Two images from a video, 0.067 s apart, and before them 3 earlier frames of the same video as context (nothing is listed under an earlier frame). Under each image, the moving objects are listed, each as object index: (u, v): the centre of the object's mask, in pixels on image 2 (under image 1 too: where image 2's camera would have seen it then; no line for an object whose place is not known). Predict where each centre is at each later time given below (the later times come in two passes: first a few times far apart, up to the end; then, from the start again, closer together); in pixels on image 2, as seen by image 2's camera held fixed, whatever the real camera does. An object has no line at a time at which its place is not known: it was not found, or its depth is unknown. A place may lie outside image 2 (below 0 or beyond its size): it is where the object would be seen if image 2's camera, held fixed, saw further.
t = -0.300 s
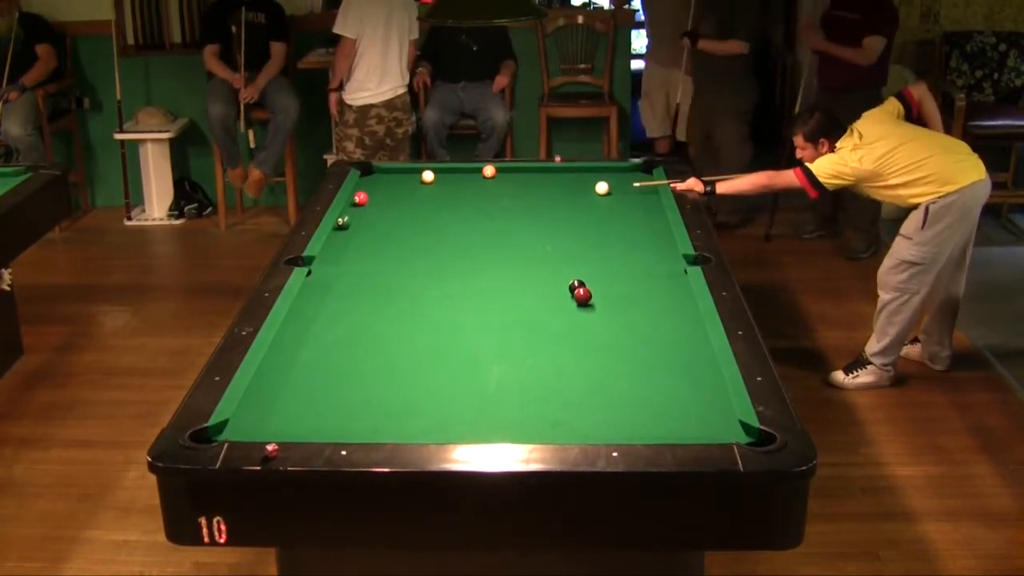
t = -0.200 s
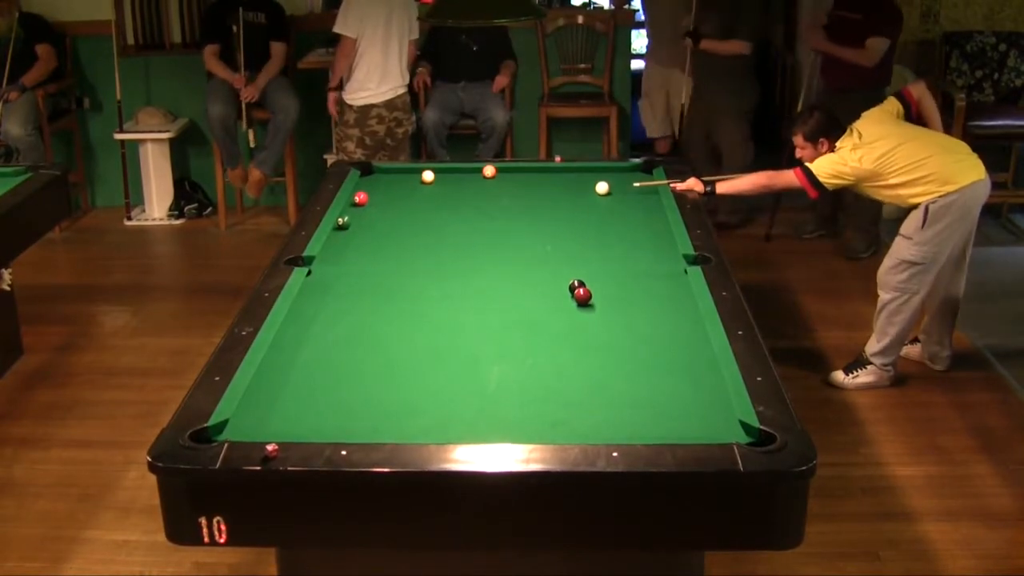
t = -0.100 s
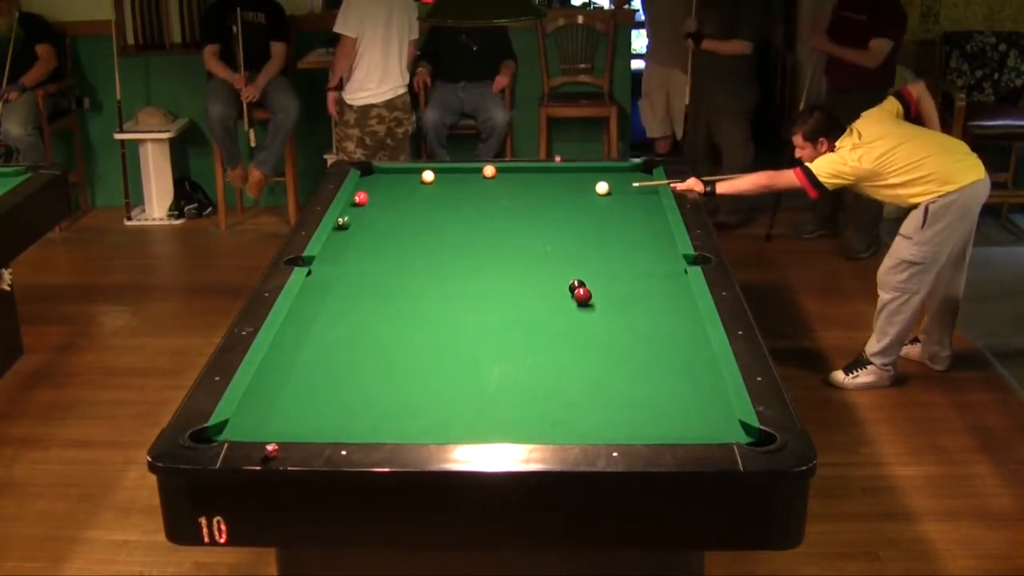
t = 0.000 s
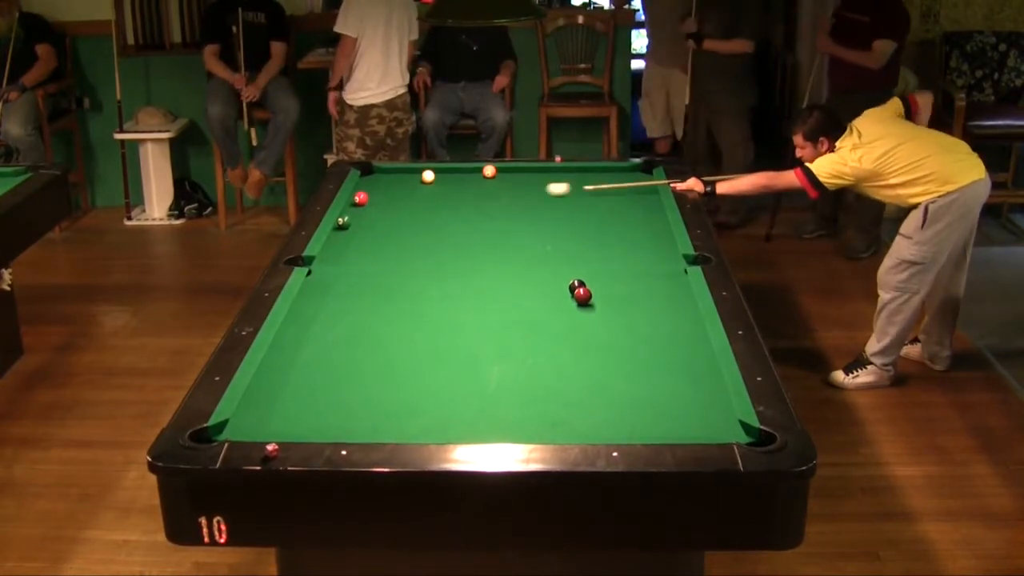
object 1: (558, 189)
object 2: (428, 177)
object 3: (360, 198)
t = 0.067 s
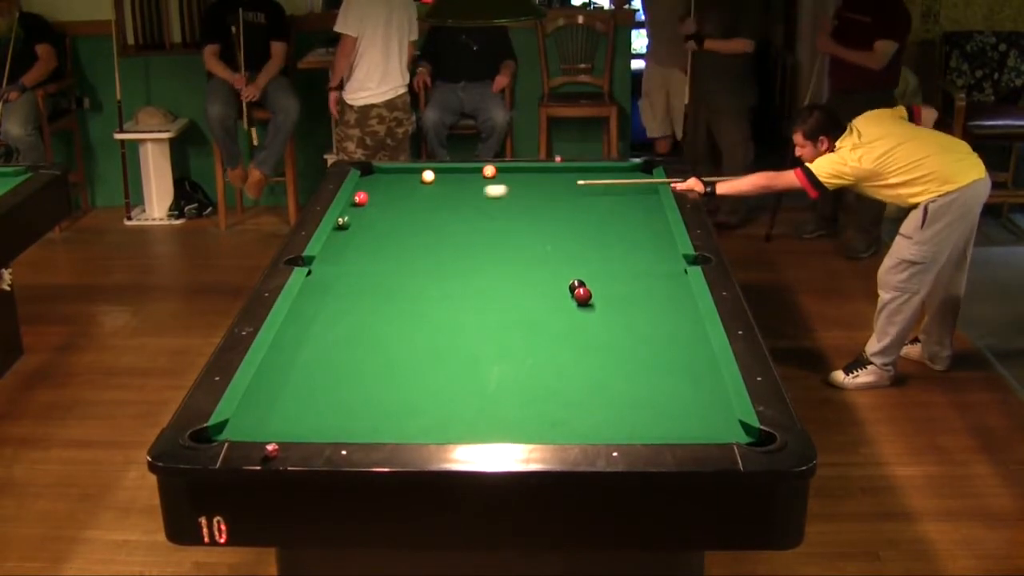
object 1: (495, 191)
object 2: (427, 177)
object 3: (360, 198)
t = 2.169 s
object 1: (545, 194)
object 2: (489, 205)
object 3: (612, 300)
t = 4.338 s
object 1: (636, 205)
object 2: (534, 239)
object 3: (395, 369)
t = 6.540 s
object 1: (649, 206)
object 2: (545, 248)
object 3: (249, 410)
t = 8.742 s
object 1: (648, 206)
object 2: (545, 248)
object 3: (256, 413)
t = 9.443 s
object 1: (649, 206)
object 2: (545, 248)
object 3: (256, 413)
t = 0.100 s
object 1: (465, 192)
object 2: (427, 177)
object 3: (360, 198)
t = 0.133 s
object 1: (435, 193)
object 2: (427, 177)
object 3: (360, 198)
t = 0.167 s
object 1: (405, 194)
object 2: (428, 176)
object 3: (360, 198)
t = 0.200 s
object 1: (377, 195)
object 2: (427, 176)
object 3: (360, 198)
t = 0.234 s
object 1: (362, 192)
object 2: (427, 176)
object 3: (353, 201)
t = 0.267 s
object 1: (363, 190)
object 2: (428, 176)
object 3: (363, 203)
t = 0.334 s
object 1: (386, 186)
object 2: (427, 177)
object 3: (381, 208)
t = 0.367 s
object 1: (396, 184)
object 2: (427, 177)
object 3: (389, 210)
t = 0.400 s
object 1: (407, 182)
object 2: (428, 177)
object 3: (398, 212)
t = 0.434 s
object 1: (416, 180)
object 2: (428, 176)
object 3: (405, 214)
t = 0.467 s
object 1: (422, 180)
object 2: (432, 174)
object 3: (413, 216)
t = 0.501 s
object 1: (425, 180)
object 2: (435, 172)
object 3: (421, 218)
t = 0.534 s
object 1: (428, 181)
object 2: (439, 171)
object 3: (428, 220)
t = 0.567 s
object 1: (431, 181)
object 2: (442, 170)
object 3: (436, 221)
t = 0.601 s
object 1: (434, 181)
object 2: (445, 170)
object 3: (443, 223)
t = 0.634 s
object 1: (436, 182)
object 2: (446, 170)
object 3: (451, 224)
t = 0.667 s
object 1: (439, 182)
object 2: (447, 171)
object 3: (458, 226)
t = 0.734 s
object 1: (444, 183)
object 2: (450, 172)
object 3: (473, 230)
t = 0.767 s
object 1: (447, 183)
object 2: (451, 172)
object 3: (481, 232)
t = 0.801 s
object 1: (449, 183)
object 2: (451, 173)
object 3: (489, 233)
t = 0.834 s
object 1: (452, 184)
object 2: (453, 174)
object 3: (497, 235)
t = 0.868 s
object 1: (455, 184)
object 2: (453, 174)
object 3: (505, 237)
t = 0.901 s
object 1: (457, 185)
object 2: (453, 175)
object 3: (513, 239)
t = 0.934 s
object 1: (460, 185)
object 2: (454, 176)
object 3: (521, 241)
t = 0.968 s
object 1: (463, 185)
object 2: (456, 177)
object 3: (529, 243)
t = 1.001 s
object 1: (465, 185)
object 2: (457, 178)
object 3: (537, 245)
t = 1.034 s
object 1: (468, 185)
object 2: (458, 179)
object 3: (545, 247)
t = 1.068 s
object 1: (471, 186)
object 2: (459, 180)
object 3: (553, 248)
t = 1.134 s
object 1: (475, 186)
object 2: (461, 182)
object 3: (570, 253)
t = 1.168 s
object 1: (478, 186)
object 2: (462, 182)
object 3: (579, 254)
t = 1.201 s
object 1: (480, 186)
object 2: (463, 184)
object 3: (587, 256)
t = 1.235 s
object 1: (483, 187)
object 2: (465, 184)
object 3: (596, 259)
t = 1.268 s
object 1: (485, 187)
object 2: (465, 185)
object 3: (604, 261)
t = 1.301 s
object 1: (488, 187)
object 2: (466, 186)
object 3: (613, 263)
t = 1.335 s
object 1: (490, 188)
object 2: (467, 187)
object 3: (622, 265)
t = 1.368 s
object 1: (492, 188)
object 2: (468, 187)
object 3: (630, 267)
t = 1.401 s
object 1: (495, 188)
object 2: (469, 188)
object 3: (639, 269)
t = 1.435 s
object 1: (497, 188)
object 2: (470, 189)
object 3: (648, 271)
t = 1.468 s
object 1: (500, 189)
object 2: (471, 189)
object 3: (657, 273)
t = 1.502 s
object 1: (502, 189)
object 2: (472, 190)
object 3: (666, 275)
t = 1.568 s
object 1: (506, 189)
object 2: (474, 192)
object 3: (680, 279)
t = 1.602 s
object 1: (509, 190)
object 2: (475, 192)
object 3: (674, 280)
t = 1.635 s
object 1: (511, 190)
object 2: (476, 193)
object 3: (670, 281)
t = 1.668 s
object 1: (514, 190)
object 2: (477, 194)
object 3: (666, 282)
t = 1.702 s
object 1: (516, 191)
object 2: (477, 195)
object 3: (662, 284)
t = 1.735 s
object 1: (518, 191)
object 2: (478, 195)
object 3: (658, 285)
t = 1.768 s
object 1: (520, 191)
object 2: (479, 196)
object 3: (655, 286)
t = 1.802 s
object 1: (522, 191)
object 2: (480, 197)
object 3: (651, 287)
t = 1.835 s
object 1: (524, 192)
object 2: (481, 198)
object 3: (648, 289)
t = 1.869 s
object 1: (526, 192)
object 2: (482, 198)
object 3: (644, 290)
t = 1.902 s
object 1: (529, 192)
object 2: (483, 199)
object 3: (641, 291)
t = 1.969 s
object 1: (533, 193)
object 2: (484, 201)
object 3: (634, 293)
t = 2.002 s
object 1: (535, 193)
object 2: (485, 201)
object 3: (630, 294)
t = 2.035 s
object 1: (537, 193)
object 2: (486, 202)
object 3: (626, 296)
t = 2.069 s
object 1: (539, 194)
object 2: (487, 203)
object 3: (623, 297)
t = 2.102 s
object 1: (541, 194)
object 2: (488, 203)
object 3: (619, 298)
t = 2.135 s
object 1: (543, 194)
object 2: (489, 204)
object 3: (616, 299)
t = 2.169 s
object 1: (545, 194)
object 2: (489, 205)
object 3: (612, 300)
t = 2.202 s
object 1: (547, 194)
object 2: (490, 205)
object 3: (609, 301)
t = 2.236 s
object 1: (549, 195)
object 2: (491, 206)
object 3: (605, 302)
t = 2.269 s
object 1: (551, 195)
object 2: (492, 207)
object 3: (602, 304)
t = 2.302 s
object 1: (553, 195)
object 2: (493, 207)
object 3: (598, 305)
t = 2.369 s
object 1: (557, 195)
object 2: (494, 209)
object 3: (591, 307)
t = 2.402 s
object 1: (559, 196)
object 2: (495, 209)
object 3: (587, 308)
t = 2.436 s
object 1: (561, 196)
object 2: (496, 210)
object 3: (584, 309)
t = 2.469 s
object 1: (562, 196)
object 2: (497, 210)
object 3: (580, 310)
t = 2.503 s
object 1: (564, 196)
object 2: (498, 211)
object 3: (577, 311)
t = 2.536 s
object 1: (566, 197)
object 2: (498, 212)
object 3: (573, 313)
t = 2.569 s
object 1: (568, 197)
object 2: (499, 212)
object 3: (570, 314)
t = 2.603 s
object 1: (570, 197)
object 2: (500, 213)
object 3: (566, 315)
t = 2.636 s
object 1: (572, 197)
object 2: (501, 213)
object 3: (563, 317)
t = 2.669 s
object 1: (573, 197)
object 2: (501, 214)
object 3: (559, 318)
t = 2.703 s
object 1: (575, 198)
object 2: (502, 215)
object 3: (555, 319)
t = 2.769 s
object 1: (579, 198)
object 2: (503, 216)
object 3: (549, 321)
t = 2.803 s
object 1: (580, 198)
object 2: (504, 217)
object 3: (545, 322)
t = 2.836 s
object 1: (582, 198)
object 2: (505, 217)
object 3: (542, 323)
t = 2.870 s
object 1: (583, 199)
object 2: (506, 218)
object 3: (538, 324)
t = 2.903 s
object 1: (585, 199)
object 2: (507, 219)
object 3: (535, 325)
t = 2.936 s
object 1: (587, 199)
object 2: (508, 219)
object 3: (532, 326)
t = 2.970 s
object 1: (588, 199)
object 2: (509, 220)
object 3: (528, 327)
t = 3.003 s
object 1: (590, 199)
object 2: (509, 220)
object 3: (525, 329)
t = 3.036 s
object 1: (592, 200)
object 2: (510, 221)
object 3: (521, 330)
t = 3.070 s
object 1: (593, 200)
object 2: (511, 222)
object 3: (518, 331)
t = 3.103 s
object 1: (594, 200)
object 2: (511, 222)
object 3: (515, 332)
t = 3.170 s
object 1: (597, 200)
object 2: (513, 223)
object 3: (508, 334)
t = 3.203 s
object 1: (599, 200)
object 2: (514, 224)
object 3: (504, 335)
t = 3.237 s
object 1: (600, 200)
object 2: (514, 224)
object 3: (501, 336)
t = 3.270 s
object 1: (602, 201)
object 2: (515, 225)
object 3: (497, 337)
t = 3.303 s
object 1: (603, 201)
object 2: (515, 225)
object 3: (494, 339)
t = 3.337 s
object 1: (604, 201)
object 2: (516, 226)
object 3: (490, 340)
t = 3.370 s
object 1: (605, 201)
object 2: (516, 226)
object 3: (487, 341)
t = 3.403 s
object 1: (606, 201)
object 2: (517, 227)
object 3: (484, 341)
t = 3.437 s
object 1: (608, 202)
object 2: (518, 227)
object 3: (480, 343)
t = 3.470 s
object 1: (609, 202)
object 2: (519, 228)
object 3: (477, 344)
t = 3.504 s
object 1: (611, 202)
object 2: (519, 228)
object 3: (474, 345)
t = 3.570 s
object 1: (613, 202)
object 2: (521, 229)
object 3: (467, 347)
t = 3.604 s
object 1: (614, 202)
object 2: (521, 230)
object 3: (464, 348)
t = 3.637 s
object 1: (616, 202)
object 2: (522, 230)
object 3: (461, 349)
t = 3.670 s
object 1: (617, 202)
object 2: (523, 231)
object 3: (458, 350)
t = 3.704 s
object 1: (618, 203)
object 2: (523, 231)
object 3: (455, 351)
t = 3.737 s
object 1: (619, 203)
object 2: (524, 231)
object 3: (451, 352)
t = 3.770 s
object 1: (620, 203)
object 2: (525, 232)
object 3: (448, 353)
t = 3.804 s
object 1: (621, 203)
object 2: (525, 233)
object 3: (445, 354)
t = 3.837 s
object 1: (622, 203)
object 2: (526, 233)
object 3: (442, 355)
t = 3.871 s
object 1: (623, 203)
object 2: (527, 233)
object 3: (439, 356)
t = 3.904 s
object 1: (624, 204)
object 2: (527, 234)
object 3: (435, 357)
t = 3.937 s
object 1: (626, 203)
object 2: (528, 234)
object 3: (432, 358)
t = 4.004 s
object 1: (627, 204)
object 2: (529, 235)
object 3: (426, 360)
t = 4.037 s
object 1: (628, 204)
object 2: (529, 236)
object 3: (423, 361)
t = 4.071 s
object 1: (629, 204)
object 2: (530, 236)
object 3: (419, 362)
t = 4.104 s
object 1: (630, 204)
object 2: (531, 237)
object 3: (417, 363)
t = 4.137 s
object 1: (631, 204)
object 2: (531, 237)
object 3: (413, 363)
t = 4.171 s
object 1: (632, 204)
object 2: (532, 237)
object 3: (410, 365)
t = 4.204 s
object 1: (633, 205)
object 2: (532, 238)
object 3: (407, 365)
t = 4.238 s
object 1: (633, 205)
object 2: (533, 238)
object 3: (404, 366)
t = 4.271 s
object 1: (634, 205)
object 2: (533, 238)
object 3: (401, 367)
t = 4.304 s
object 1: (635, 205)
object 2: (533, 239)
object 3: (398, 368)
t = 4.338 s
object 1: (636, 205)
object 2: (534, 239)
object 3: (395, 369)
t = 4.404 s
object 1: (637, 205)
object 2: (535, 240)
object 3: (389, 371)
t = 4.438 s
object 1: (638, 205)
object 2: (535, 240)
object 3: (386, 371)
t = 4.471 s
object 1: (639, 205)
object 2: (536, 241)
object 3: (383, 372)
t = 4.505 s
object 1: (639, 205)
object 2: (536, 241)
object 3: (380, 373)
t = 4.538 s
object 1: (640, 205)
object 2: (536, 241)
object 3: (377, 374)
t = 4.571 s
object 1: (641, 205)
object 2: (537, 242)
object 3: (374, 375)
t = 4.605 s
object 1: (641, 206)
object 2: (537, 242)
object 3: (371, 376)
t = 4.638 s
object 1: (641, 206)
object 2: (537, 242)
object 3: (368, 377)
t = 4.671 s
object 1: (642, 206)
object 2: (538, 243)
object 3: (365, 377)
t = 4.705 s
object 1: (643, 206)
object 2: (538, 243)
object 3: (362, 378)
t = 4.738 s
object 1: (643, 206)
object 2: (538, 243)
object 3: (359, 379)
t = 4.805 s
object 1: (644, 206)
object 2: (539, 244)
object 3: (354, 380)
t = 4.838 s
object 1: (644, 206)
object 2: (539, 244)
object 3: (351, 381)
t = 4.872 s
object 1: (645, 206)
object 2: (540, 244)
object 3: (348, 381)
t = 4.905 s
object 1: (645, 206)
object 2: (540, 245)
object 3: (346, 382)
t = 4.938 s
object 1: (645, 206)
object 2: (540, 245)
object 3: (343, 383)
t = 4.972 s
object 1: (646, 206)
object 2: (540, 245)
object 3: (340, 384)
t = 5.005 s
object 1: (646, 206)
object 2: (541, 245)
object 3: (337, 384)
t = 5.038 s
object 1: (646, 206)
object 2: (541, 245)
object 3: (334, 385)
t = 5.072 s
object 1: (647, 206)
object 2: (541, 246)
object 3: (332, 386)
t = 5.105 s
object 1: (647, 206)
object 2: (541, 246)
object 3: (329, 387)
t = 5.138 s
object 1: (647, 206)
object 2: (541, 246)
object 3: (327, 388)
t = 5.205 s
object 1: (648, 206)
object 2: (542, 247)
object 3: (321, 389)
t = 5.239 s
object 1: (648, 206)
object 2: (542, 247)
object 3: (319, 390)
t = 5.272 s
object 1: (648, 206)
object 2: (542, 247)
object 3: (316, 390)
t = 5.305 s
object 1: (648, 206)
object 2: (542, 247)
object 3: (314, 391)
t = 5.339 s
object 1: (648, 206)
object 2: (542, 247)
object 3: (312, 392)
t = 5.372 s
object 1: (648, 206)
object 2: (543, 247)
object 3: (309, 392)
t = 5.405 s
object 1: (648, 206)
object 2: (543, 247)
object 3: (307, 393)
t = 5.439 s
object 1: (649, 206)
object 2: (543, 248)
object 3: (304, 394)
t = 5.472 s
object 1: (649, 206)
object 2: (543, 248)
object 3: (302, 394)
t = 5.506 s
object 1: (649, 206)
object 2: (543, 248)
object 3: (300, 395)
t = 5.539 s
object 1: (649, 206)
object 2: (544, 248)
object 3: (298, 396)
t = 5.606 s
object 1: (649, 206)
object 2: (544, 248)
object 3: (293, 397)
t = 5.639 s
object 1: (649, 206)
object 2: (544, 248)
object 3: (291, 397)
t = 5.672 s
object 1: (649, 206)
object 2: (544, 248)
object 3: (289, 398)
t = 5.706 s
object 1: (649, 206)
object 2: (544, 248)
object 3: (287, 398)
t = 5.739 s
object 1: (649, 206)
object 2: (544, 248)
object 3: (284, 399)
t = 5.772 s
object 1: (649, 206)
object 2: (545, 248)
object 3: (282, 399)
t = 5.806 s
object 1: (649, 206)
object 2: (545, 248)
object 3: (280, 400)
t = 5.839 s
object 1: (649, 206)
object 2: (545, 248)
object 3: (278, 401)
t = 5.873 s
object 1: (649, 206)
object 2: (545, 248)
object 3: (275, 401)
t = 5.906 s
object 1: (649, 206)
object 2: (545, 248)
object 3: (273, 402)
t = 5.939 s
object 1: (649, 206)
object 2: (545, 248)
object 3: (271, 403)
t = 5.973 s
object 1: (649, 206)
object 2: (545, 248)
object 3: (269, 403)
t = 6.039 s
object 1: (649, 206)
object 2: (545, 249)
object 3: (265, 404)
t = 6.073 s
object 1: (649, 206)
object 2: (545, 249)
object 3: (263, 405)
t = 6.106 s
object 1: (649, 206)
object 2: (545, 248)
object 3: (261, 406)
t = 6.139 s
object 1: (649, 206)
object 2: (545, 248)
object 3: (259, 406)
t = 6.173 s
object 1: (649, 206)
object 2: (545, 248)
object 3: (257, 406)
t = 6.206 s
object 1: (649, 206)
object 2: (545, 248)
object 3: (255, 407)
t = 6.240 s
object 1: (649, 206)
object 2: (545, 248)
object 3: (253, 407)
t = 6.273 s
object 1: (649, 206)
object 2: (545, 248)
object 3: (251, 408)
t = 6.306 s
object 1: (649, 206)
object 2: (545, 248)
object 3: (249, 408)
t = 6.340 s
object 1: (649, 206)
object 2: (545, 248)
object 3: (247, 408)
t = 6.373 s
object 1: (649, 206)
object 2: (545, 248)
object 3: (246, 409)
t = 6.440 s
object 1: (649, 206)
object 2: (545, 248)
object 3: (247, 409)
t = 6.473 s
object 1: (649, 206)
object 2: (545, 248)
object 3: (248, 410)
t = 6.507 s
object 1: (649, 206)
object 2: (545, 248)
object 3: (249, 410)
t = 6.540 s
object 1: (649, 206)
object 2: (545, 248)
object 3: (249, 410)
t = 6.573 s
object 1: (649, 206)
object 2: (545, 248)
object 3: (249, 410)
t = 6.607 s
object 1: (649, 206)
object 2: (545, 248)
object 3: (250, 411)
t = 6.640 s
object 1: (649, 206)
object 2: (545, 248)
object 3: (251, 411)
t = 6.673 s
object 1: (649, 206)
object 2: (545, 248)
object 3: (251, 411)
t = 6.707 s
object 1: (649, 206)
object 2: (545, 248)
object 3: (251, 412)
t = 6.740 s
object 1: (648, 206)
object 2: (545, 249)
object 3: (252, 412)
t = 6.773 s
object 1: (649, 206)
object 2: (545, 249)
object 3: (252, 412)
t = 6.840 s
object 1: (649, 206)
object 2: (545, 249)
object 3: (253, 412)
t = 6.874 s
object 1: (648, 206)
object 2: (545, 249)
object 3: (253, 412)
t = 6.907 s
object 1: (649, 206)
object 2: (545, 248)
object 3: (254, 413)
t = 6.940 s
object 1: (649, 206)
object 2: (545, 248)
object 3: (254, 413)
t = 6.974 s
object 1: (649, 206)
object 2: (545, 248)
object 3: (254, 413)
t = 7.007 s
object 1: (649, 206)
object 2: (545, 248)
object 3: (254, 413)
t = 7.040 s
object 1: (649, 206)
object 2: (545, 248)
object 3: (254, 413)
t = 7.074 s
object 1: (649, 206)
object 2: (545, 248)
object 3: (254, 413)
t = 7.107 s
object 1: (649, 206)
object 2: (545, 248)
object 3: (255, 413)
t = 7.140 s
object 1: (649, 206)
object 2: (545, 248)
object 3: (255, 413)
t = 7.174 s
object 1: (649, 206)
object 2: (545, 248)
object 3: (255, 414)
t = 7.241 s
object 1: (649, 206)
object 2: (545, 248)
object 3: (255, 414)
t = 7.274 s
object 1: (649, 206)
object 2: (545, 248)
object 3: (255, 414)
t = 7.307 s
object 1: (649, 206)
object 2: (545, 248)
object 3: (255, 414)
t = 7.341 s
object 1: (649, 206)
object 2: (545, 248)
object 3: (255, 414)
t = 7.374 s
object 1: (649, 206)
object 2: (545, 249)
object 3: (255, 414)
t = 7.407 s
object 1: (649, 206)
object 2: (545, 248)
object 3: (255, 414)
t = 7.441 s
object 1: (649, 206)
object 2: (545, 248)
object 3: (256, 414)
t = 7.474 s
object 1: (649, 206)
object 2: (545, 248)
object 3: (256, 414)
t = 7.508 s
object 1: (649, 206)
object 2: (545, 248)
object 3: (256, 414)
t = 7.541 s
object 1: (649, 206)
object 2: (545, 248)
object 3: (256, 414)
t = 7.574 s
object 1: (649, 206)
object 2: (545, 249)
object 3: (256, 414)
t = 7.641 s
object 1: (649, 206)
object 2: (545, 249)
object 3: (256, 414)
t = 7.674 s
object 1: (649, 206)
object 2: (545, 248)
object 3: (256, 414)
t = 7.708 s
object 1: (649, 206)
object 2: (545, 248)
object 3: (256, 414)
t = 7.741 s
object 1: (649, 206)
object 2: (545, 249)
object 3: (256, 414)
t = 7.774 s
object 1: (649, 206)
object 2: (545, 248)
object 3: (256, 414)
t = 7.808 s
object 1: (649, 206)
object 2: (545, 248)
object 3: (256, 414)
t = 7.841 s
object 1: (649, 206)
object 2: (545, 248)
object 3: (256, 414)
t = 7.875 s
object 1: (649, 206)
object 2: (545, 249)
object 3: (256, 414)
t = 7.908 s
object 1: (649, 206)
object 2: (545, 249)
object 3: (256, 414)
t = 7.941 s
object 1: (649, 206)
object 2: (545, 249)
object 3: (256, 414)
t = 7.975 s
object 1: (649, 206)
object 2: (545, 249)
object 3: (256, 414)
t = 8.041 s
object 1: (649, 206)
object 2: (545, 249)
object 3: (256, 414)
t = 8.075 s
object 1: (649, 206)
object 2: (545, 249)
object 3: (256, 414)
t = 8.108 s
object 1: (649, 206)
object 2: (545, 248)
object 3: (256, 414)
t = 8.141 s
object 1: (649, 206)
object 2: (545, 248)
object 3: (256, 414)
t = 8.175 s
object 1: (649, 206)
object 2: (545, 248)
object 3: (256, 414)
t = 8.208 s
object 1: (649, 206)
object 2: (545, 248)
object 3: (256, 414)
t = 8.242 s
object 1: (649, 206)
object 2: (545, 249)
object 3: (256, 414)
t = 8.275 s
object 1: (649, 206)
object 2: (545, 249)
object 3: (256, 414)
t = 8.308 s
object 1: (649, 206)
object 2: (545, 249)
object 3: (256, 414)
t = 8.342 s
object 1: (649, 206)
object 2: (545, 248)
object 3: (256, 414)
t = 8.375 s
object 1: (649, 206)
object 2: (545, 249)
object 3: (256, 414)
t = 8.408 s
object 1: (649, 206)
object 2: (545, 249)
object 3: (256, 414)
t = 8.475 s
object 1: (649, 206)
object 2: (545, 249)
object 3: (256, 414)
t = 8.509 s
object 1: (649, 206)
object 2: (545, 249)
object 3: (256, 414)
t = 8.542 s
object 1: (649, 206)
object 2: (545, 249)
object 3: (256, 414)
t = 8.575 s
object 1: (649, 206)
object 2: (545, 248)
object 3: (256, 414)
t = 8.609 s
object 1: (649, 206)
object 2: (545, 248)
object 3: (256, 414)
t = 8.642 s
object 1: (649, 206)
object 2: (545, 248)
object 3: (256, 414)
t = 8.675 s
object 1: (649, 206)
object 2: (545, 248)
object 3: (256, 414)
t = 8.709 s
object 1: (649, 206)
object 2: (545, 248)
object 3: (256, 414)
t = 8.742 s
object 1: (648, 206)
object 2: (545, 248)
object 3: (256, 413)
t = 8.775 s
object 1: (648, 206)
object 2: (545, 248)
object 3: (256, 413)
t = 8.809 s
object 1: (648, 206)
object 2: (545, 248)
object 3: (256, 414)
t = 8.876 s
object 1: (648, 206)
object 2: (545, 248)
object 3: (256, 414)
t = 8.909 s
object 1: (648, 206)
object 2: (545, 248)
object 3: (256, 414)
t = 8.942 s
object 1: (648, 206)
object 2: (545, 248)
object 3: (256, 414)
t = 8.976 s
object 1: (648, 206)
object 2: (545, 248)
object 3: (256, 413)
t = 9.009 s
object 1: (648, 206)
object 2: (545, 248)
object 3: (256, 413)
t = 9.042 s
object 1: (649, 206)
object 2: (545, 248)
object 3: (256, 414)
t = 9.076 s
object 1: (649, 206)
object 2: (545, 248)
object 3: (256, 413)
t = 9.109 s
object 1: (649, 206)
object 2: (545, 248)
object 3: (256, 413)
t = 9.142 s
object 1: (649, 206)
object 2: (545, 248)
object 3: (256, 413)
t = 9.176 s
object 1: (649, 206)
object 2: (545, 248)
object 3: (256, 413)
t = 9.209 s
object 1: (649, 206)
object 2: (545, 248)
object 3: (256, 413)
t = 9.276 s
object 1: (649, 206)
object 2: (545, 248)
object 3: (256, 413)
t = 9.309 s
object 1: (649, 206)
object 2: (545, 248)
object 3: (256, 413)
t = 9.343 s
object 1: (648, 206)
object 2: (545, 248)
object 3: (256, 413)
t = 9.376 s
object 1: (648, 206)
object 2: (545, 248)
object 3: (256, 413)
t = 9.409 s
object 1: (648, 206)
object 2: (545, 248)
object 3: (256, 414)
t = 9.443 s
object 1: (649, 206)
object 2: (545, 248)
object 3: (256, 413)
